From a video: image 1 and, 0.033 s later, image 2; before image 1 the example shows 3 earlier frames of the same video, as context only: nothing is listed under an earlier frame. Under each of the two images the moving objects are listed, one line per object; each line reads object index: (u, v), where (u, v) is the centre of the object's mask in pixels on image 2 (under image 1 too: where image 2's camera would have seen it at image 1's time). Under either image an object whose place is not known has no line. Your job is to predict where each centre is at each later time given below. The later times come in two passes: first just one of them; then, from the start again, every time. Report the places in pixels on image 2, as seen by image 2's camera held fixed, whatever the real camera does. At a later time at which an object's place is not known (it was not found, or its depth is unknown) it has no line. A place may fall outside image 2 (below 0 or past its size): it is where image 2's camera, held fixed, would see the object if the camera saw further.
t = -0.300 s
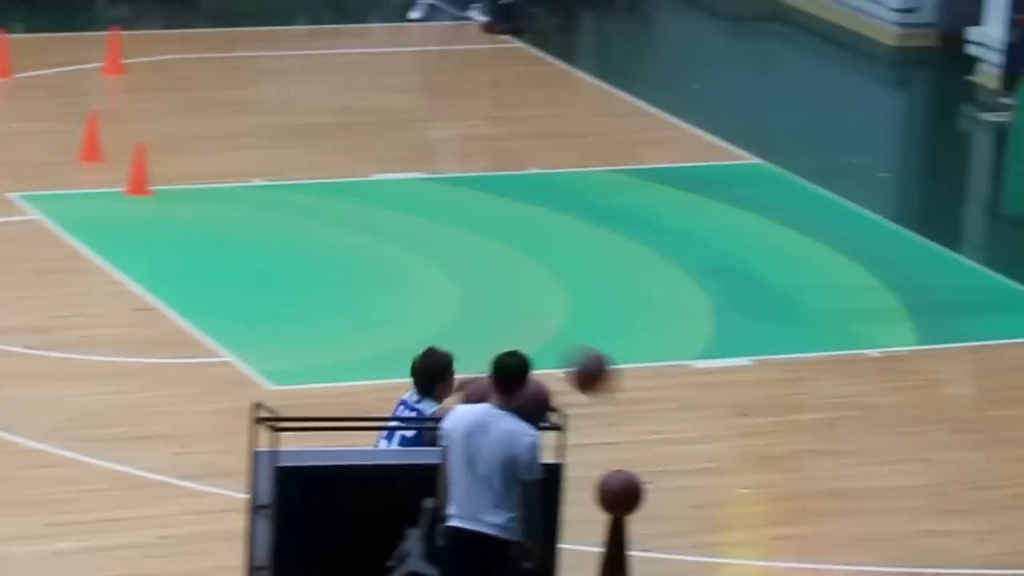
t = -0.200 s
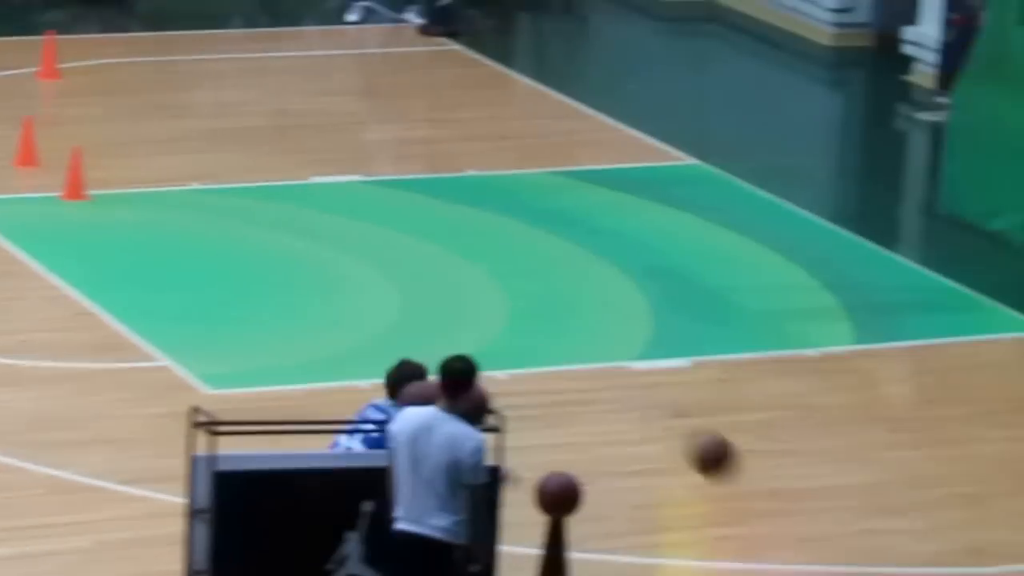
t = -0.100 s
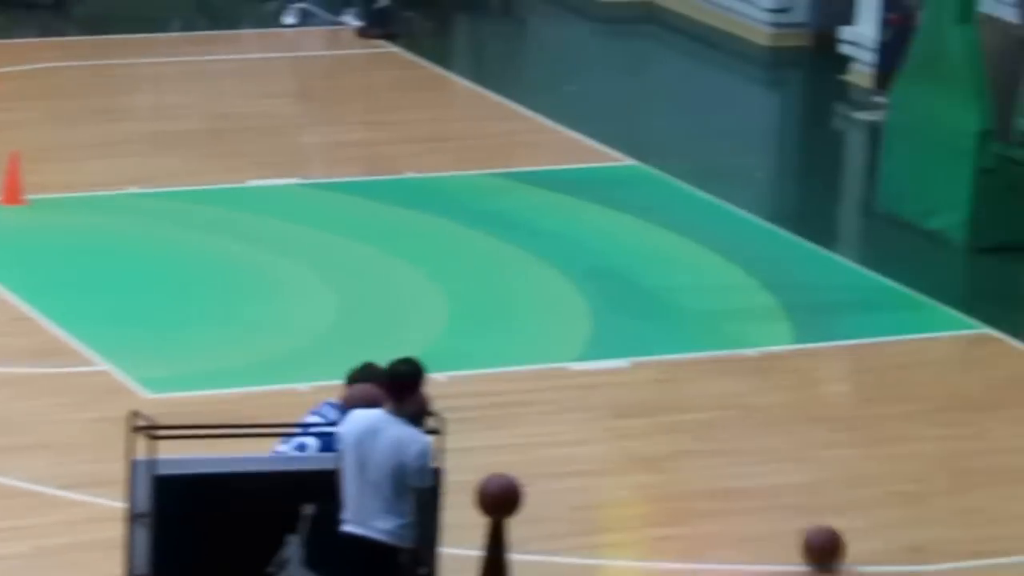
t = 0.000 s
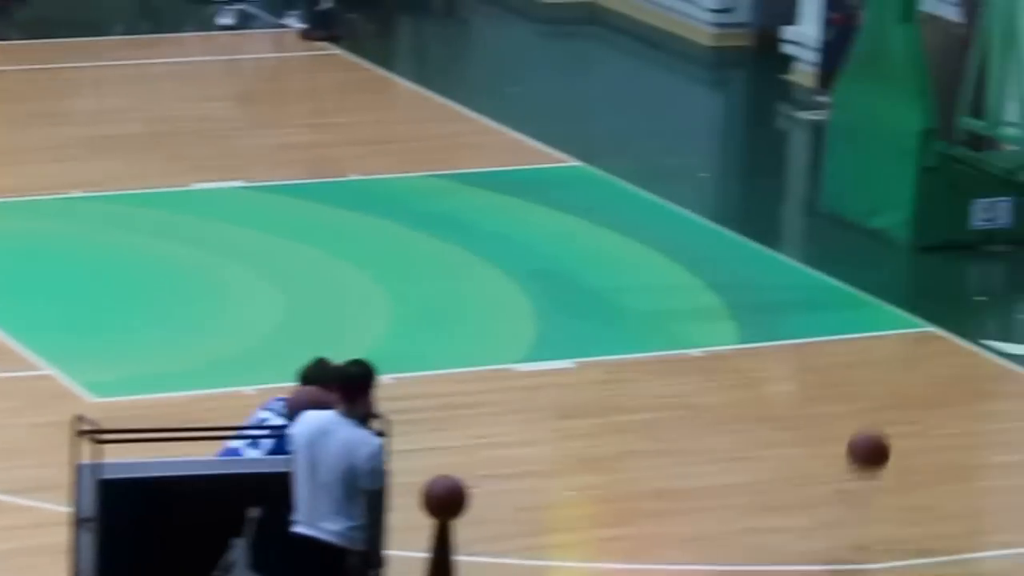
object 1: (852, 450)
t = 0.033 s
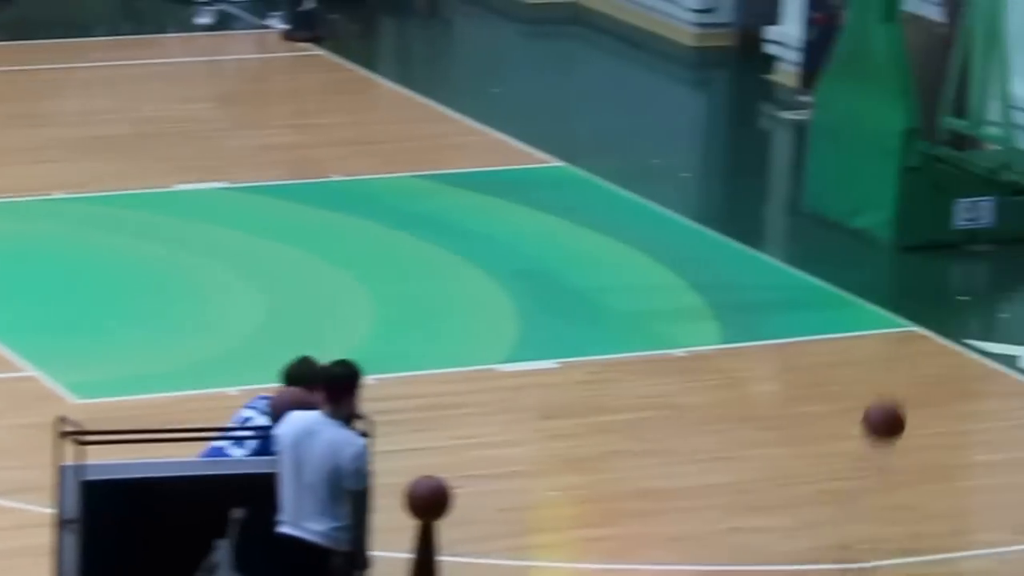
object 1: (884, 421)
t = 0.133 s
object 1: (975, 348)
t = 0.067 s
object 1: (915, 394)
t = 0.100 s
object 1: (945, 370)
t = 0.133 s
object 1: (975, 348)
